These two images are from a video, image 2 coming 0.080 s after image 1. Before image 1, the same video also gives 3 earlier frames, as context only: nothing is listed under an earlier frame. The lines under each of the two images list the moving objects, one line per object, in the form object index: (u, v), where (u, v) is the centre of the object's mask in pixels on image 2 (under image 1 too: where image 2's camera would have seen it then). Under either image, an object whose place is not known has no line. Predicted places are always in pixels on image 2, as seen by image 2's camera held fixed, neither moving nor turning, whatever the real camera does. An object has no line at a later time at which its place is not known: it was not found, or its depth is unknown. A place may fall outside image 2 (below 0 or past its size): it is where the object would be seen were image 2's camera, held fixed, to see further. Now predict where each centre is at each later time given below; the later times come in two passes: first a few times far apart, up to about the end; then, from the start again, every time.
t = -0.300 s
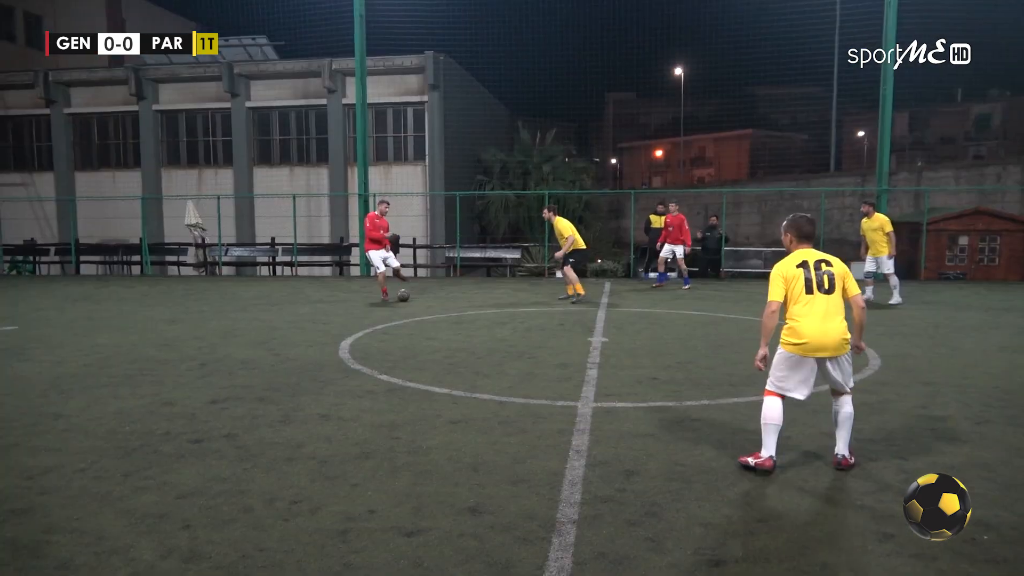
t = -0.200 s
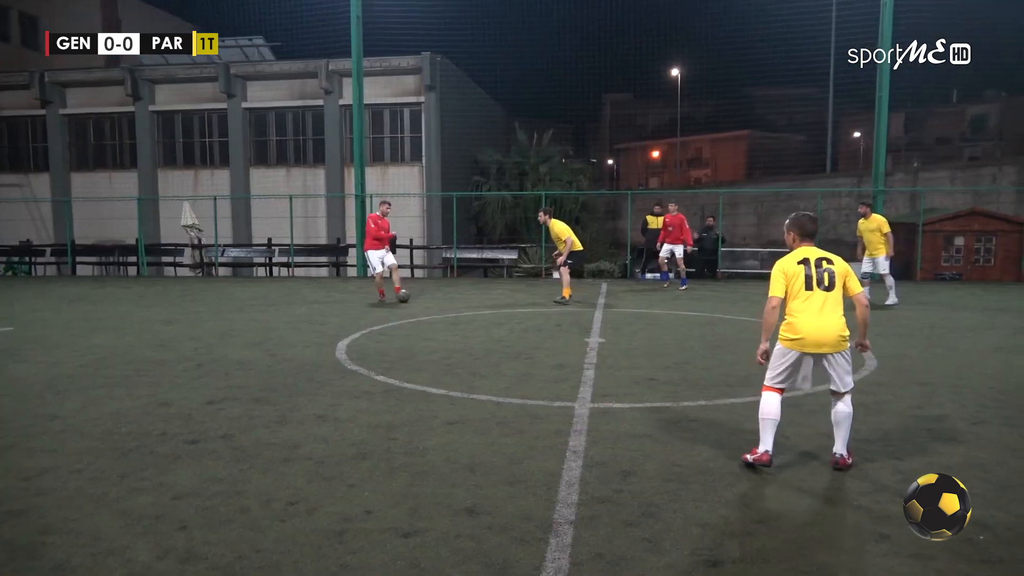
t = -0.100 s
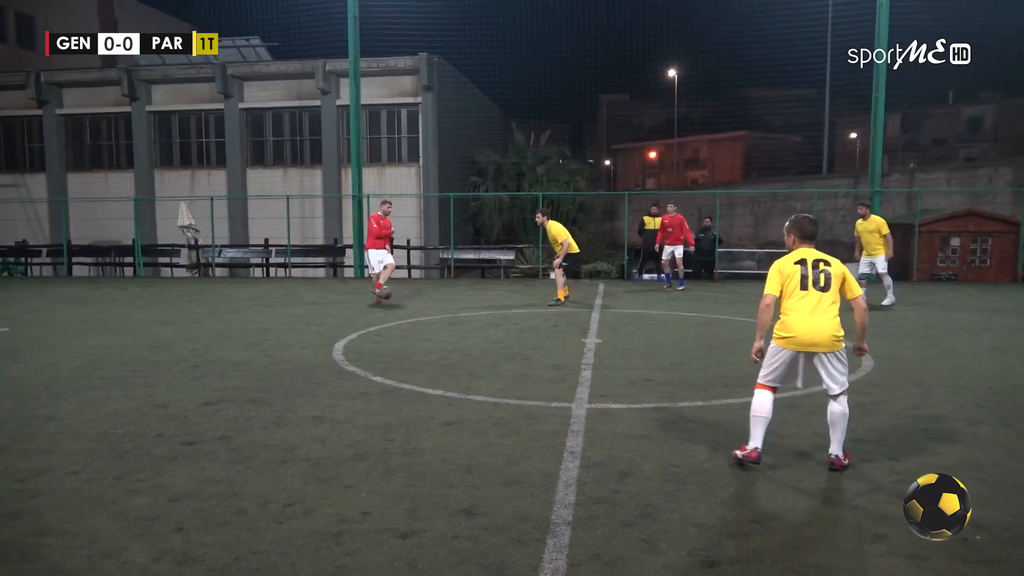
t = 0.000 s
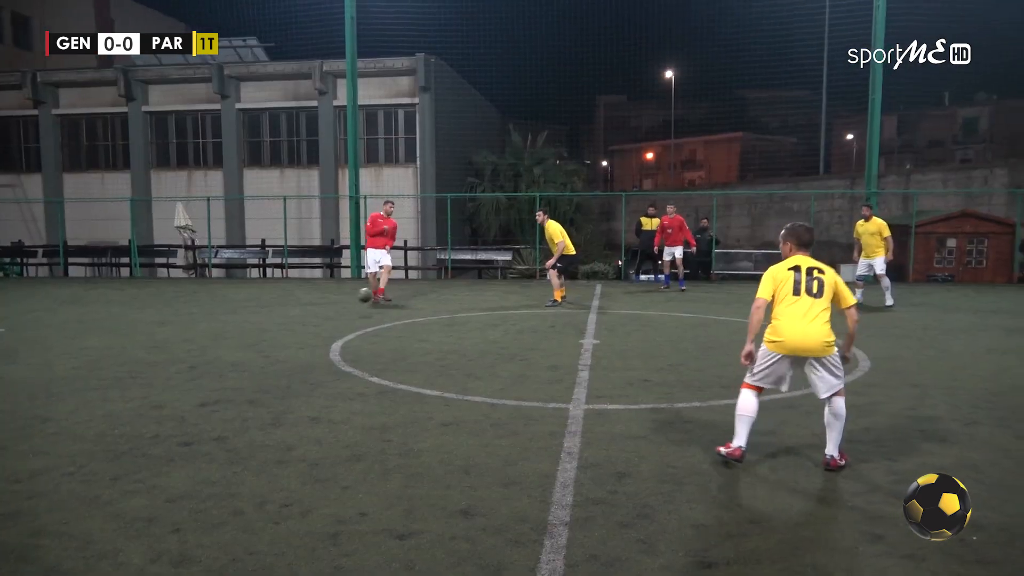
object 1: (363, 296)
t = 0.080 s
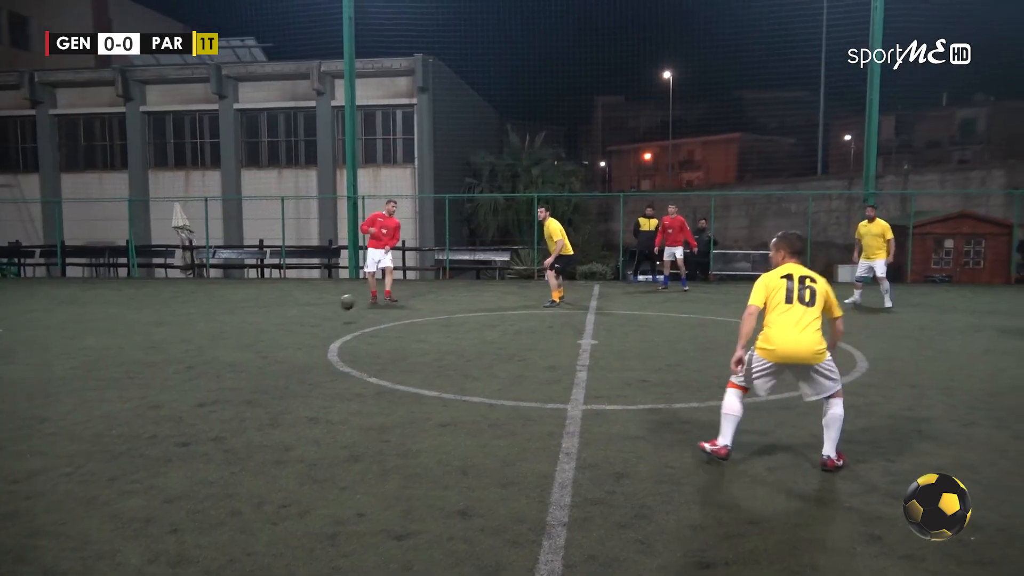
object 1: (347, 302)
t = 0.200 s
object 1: (319, 323)
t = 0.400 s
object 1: (279, 334)
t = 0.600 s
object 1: (238, 354)
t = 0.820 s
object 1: (190, 373)
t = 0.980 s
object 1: (147, 391)
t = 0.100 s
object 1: (343, 304)
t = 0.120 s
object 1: (339, 307)
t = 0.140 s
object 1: (334, 311)
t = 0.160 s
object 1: (330, 314)
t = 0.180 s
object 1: (324, 318)
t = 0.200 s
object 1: (319, 323)
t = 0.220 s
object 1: (315, 324)
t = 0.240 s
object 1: (312, 324)
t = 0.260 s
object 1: (308, 324)
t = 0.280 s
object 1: (304, 324)
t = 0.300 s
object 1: (299, 325)
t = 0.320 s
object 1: (296, 326)
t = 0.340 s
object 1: (291, 328)
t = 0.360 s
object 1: (287, 330)
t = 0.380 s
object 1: (283, 332)
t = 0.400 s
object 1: (279, 334)
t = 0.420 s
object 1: (273, 338)
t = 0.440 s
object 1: (269, 341)
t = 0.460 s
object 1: (265, 342)
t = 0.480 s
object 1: (262, 343)
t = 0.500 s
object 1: (257, 343)
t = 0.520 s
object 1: (254, 345)
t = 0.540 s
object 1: (250, 347)
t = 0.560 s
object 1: (246, 349)
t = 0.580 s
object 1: (242, 352)
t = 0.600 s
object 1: (238, 354)
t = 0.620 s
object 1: (234, 355)
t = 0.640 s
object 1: (230, 356)
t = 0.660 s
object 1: (226, 358)
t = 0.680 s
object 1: (221, 360)
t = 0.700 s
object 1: (217, 362)
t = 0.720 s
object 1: (213, 363)
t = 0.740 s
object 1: (208, 365)
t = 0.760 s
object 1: (204, 367)
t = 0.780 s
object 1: (199, 369)
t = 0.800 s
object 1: (195, 371)
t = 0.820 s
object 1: (190, 373)
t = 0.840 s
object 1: (184, 375)
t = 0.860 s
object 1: (179, 377)
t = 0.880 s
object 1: (174, 379)
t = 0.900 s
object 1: (169, 381)
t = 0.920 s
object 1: (164, 383)
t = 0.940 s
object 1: (159, 385)
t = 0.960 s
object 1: (153, 388)
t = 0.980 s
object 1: (147, 391)
